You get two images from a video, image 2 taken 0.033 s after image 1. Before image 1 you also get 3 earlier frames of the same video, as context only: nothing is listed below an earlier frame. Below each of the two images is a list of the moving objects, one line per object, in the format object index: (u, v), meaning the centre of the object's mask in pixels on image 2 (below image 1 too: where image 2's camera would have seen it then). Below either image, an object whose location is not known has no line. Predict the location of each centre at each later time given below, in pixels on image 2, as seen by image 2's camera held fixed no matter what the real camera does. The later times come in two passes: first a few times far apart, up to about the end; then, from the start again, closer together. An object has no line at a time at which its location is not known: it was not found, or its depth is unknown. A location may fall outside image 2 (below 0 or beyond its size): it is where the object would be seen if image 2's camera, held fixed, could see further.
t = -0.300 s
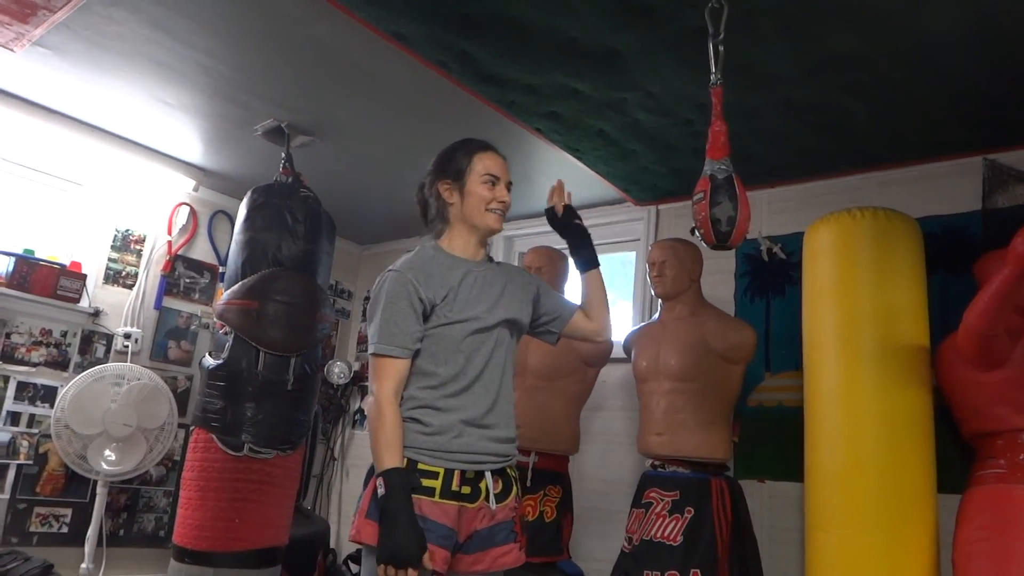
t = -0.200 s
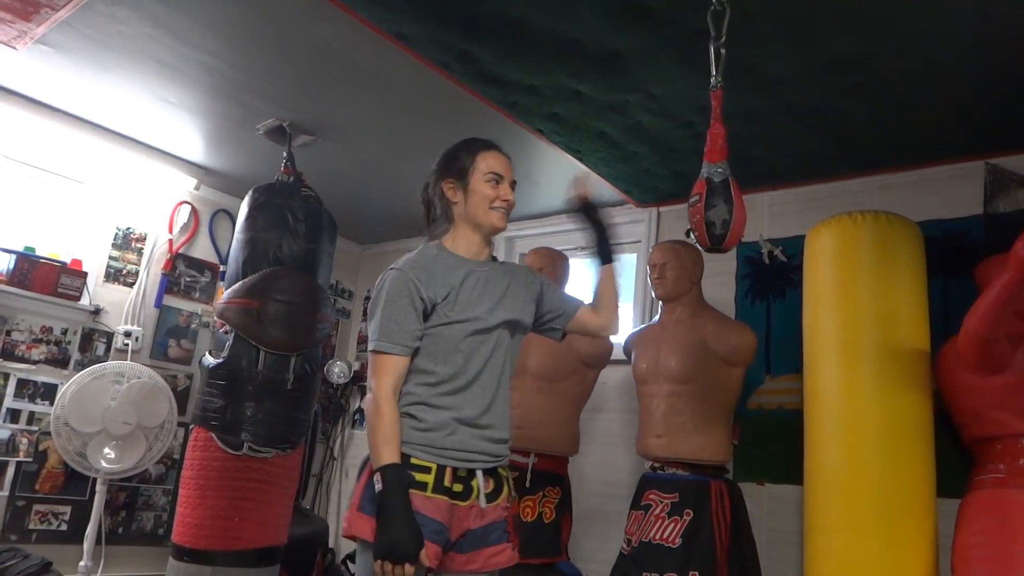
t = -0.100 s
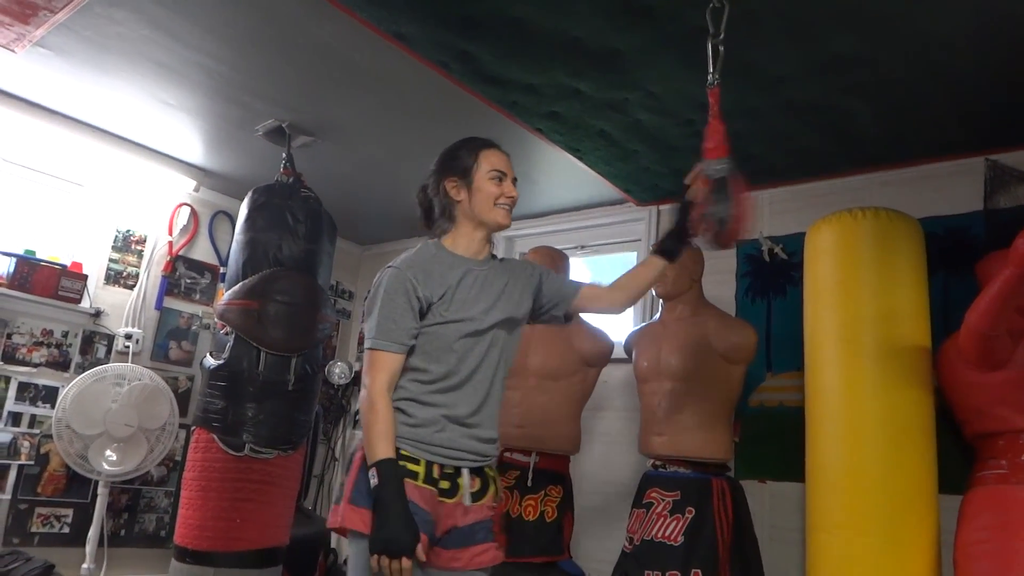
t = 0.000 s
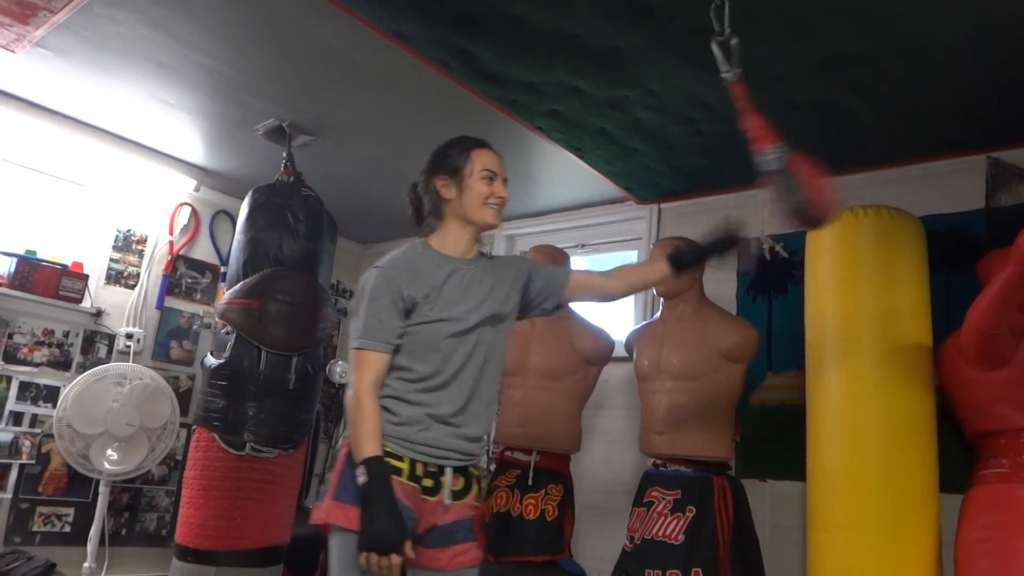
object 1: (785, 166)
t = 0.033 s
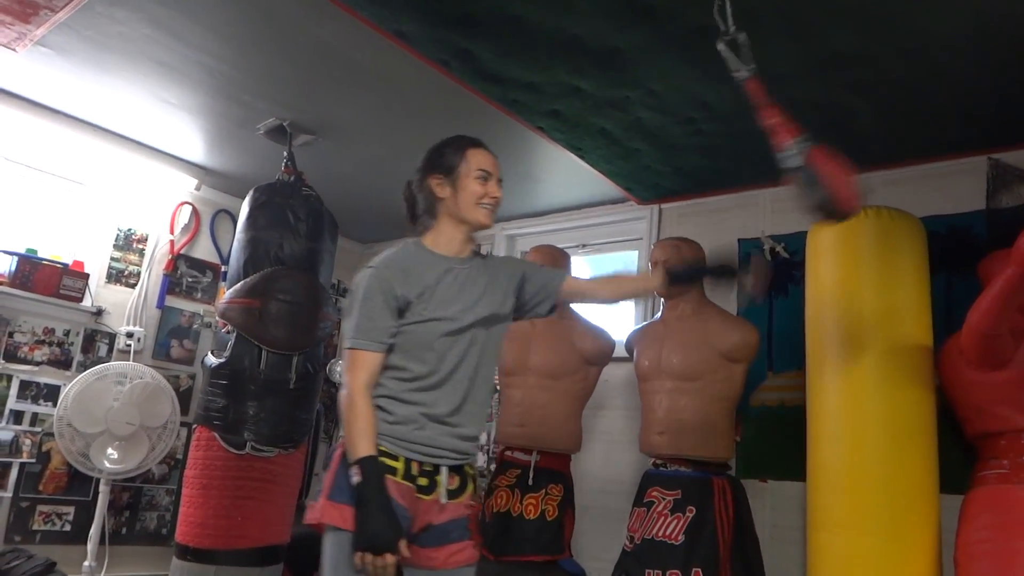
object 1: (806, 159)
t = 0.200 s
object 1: (872, 132)
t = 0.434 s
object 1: (832, 148)
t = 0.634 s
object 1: (713, 170)
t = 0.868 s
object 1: (590, 144)
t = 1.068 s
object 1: (589, 136)
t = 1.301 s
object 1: (678, 171)
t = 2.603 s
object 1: (615, 157)
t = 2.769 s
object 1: (703, 174)
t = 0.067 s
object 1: (823, 152)
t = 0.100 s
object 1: (840, 146)
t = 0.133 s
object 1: (852, 140)
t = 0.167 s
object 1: (864, 135)
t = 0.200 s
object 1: (872, 132)
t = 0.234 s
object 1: (876, 128)
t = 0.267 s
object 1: (874, 126)
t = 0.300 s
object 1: (871, 128)
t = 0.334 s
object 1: (864, 130)
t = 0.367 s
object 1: (855, 134)
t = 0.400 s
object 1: (845, 141)
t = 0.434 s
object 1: (832, 148)
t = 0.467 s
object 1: (817, 157)
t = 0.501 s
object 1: (801, 165)
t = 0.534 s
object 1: (780, 170)
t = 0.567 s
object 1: (757, 171)
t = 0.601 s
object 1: (735, 171)
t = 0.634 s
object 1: (713, 170)
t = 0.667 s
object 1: (689, 170)
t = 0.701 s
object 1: (667, 168)
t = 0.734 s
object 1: (646, 164)
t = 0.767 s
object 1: (628, 159)
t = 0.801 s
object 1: (613, 153)
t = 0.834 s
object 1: (600, 150)
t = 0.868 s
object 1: (590, 144)
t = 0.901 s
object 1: (584, 139)
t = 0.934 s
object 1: (581, 136)
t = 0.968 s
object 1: (581, 133)
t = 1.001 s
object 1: (582, 132)
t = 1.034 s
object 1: (585, 133)
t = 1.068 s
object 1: (589, 136)
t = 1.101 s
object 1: (595, 141)
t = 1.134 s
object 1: (604, 147)
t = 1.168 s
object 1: (613, 156)
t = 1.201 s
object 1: (626, 162)
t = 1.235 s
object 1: (641, 168)
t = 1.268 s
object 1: (659, 170)
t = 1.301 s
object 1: (678, 171)
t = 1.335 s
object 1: (701, 168)
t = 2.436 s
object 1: (584, 141)
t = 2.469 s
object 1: (585, 142)
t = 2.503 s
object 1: (589, 144)
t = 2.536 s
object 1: (594, 147)
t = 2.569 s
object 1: (603, 152)
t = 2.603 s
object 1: (615, 157)
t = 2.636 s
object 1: (627, 162)
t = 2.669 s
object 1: (644, 167)
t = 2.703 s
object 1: (660, 173)
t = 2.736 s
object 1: (681, 174)
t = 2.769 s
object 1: (703, 174)
